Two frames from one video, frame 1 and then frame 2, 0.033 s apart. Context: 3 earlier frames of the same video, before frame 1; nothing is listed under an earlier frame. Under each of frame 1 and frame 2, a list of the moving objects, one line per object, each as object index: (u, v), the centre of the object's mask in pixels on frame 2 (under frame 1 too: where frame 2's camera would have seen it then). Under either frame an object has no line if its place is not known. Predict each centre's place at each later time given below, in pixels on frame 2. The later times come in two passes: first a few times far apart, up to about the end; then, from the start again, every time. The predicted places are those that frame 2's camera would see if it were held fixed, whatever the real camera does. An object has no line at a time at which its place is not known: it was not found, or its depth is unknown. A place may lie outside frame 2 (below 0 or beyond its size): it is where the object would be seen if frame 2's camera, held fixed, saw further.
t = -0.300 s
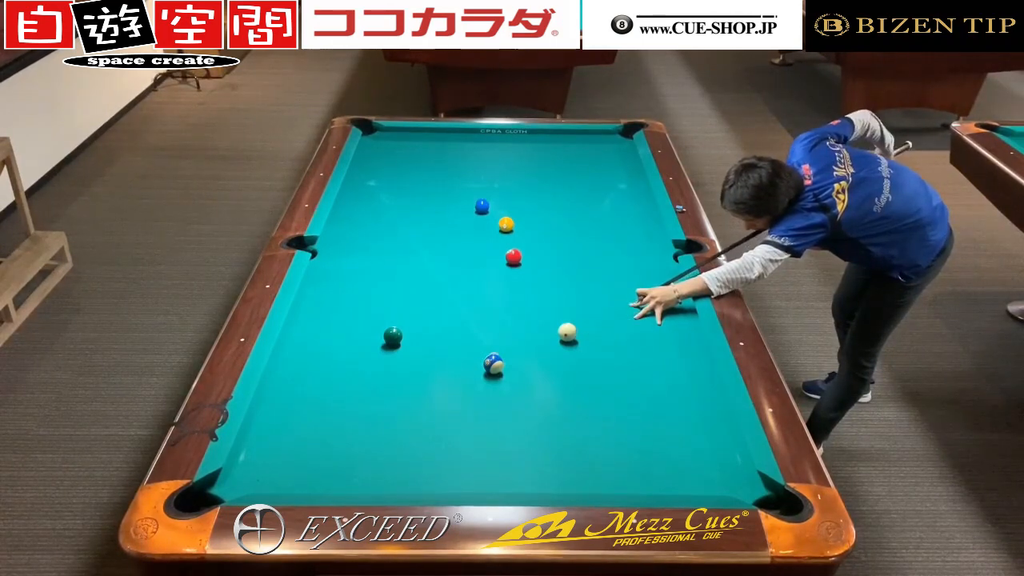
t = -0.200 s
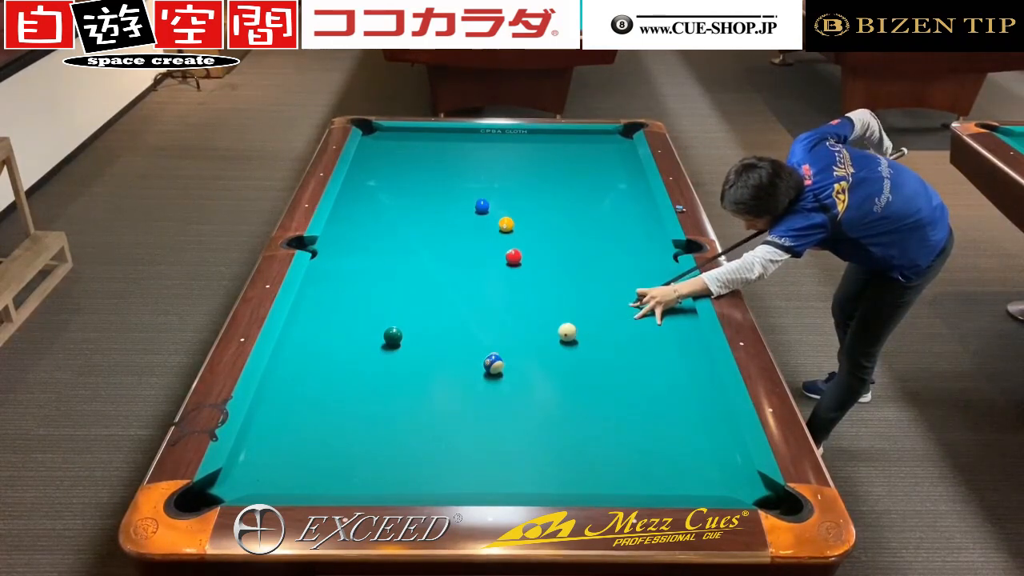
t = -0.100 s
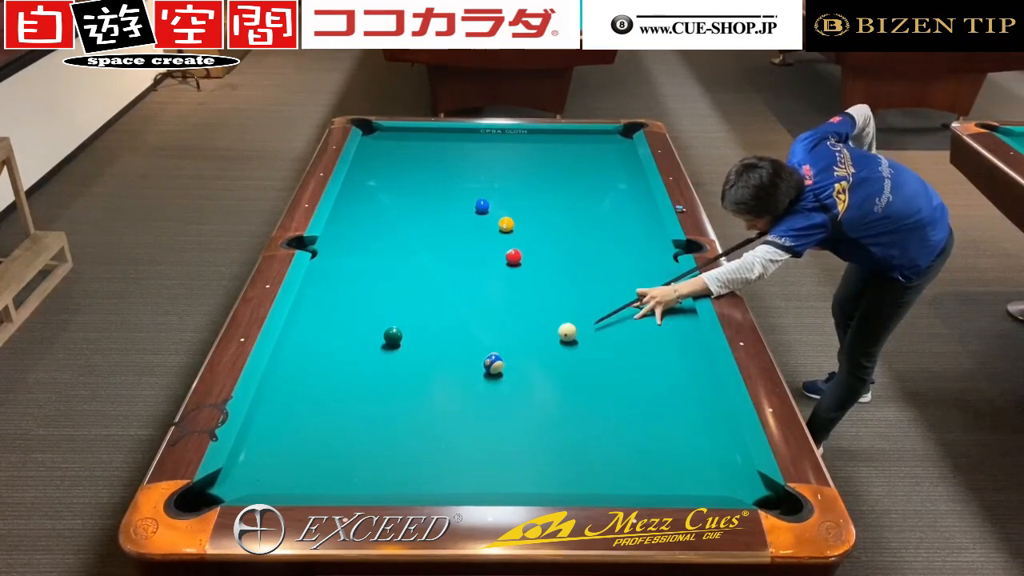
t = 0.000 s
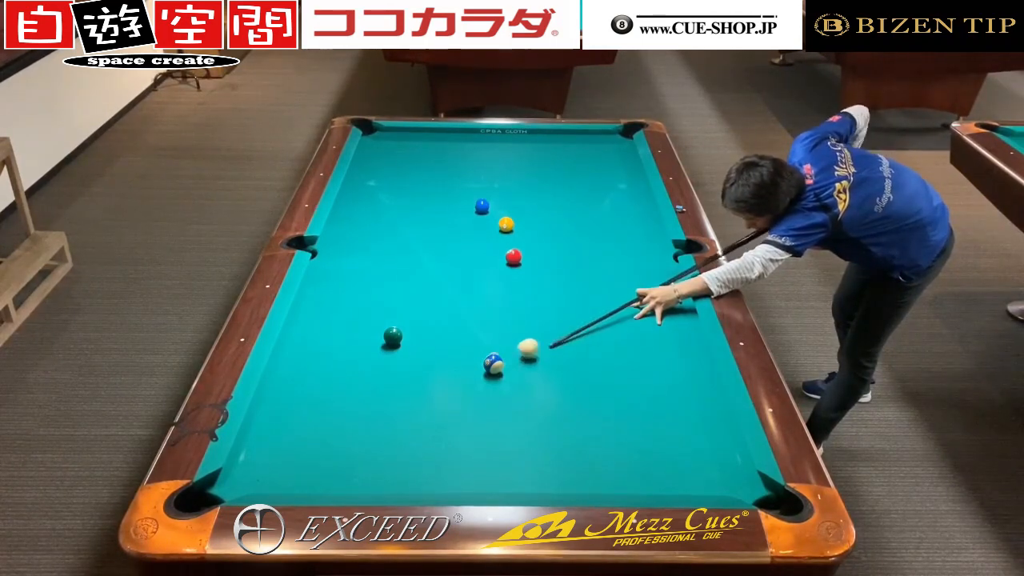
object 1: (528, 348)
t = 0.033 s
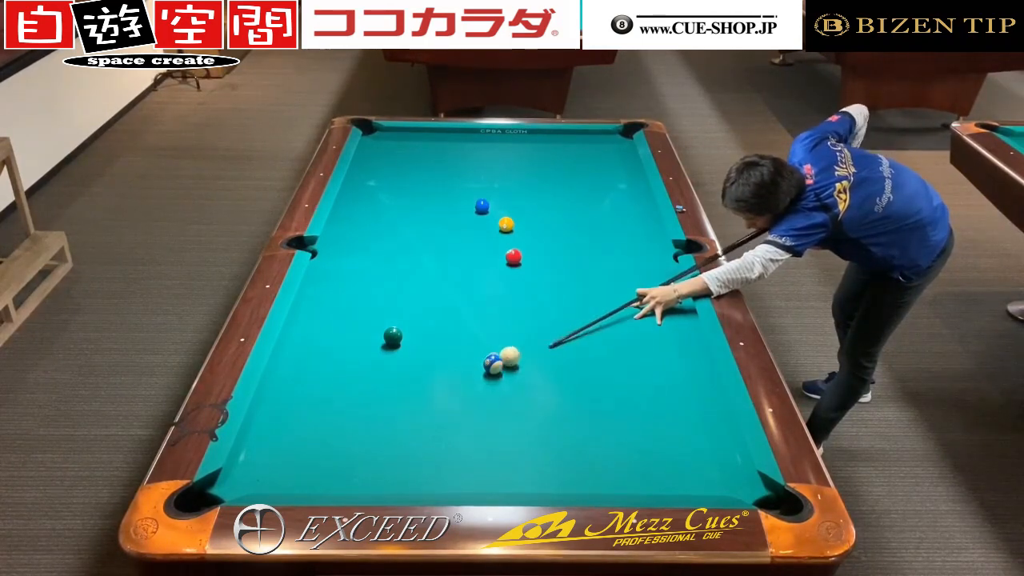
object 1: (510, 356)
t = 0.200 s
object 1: (517, 352)
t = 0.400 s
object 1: (538, 341)
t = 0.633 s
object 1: (561, 330)
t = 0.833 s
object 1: (579, 322)
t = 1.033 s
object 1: (596, 314)
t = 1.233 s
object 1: (612, 307)
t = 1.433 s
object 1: (627, 300)
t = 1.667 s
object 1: (643, 292)
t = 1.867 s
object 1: (656, 287)
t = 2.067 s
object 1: (669, 281)
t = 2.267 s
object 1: (673, 277)
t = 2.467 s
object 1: (666, 274)
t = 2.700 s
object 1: (659, 271)
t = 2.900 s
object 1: (654, 269)
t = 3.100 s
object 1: (650, 267)
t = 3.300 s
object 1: (647, 266)
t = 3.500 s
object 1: (645, 265)
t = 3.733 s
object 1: (642, 264)
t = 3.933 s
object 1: (641, 263)
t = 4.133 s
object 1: (640, 263)
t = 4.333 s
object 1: (640, 263)
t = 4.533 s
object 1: (640, 263)
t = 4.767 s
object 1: (640, 263)
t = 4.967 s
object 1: (640, 263)
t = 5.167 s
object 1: (640, 263)
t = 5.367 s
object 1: (640, 263)
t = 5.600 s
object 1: (640, 263)
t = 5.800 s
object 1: (640, 263)
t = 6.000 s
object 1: (640, 263)
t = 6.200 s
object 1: (640, 263)
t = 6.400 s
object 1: (640, 263)
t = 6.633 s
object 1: (640, 263)
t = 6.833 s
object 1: (641, 263)
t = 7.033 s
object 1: (641, 263)
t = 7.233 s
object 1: (641, 263)
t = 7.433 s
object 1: (641, 263)
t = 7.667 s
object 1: (641, 263)
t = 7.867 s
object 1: (641, 263)
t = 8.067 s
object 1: (641, 263)
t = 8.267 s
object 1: (641, 263)
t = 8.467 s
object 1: (641, 263)
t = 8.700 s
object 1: (641, 263)
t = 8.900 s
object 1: (641, 263)
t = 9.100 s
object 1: (641, 263)
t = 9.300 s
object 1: (641, 263)
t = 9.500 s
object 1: (641, 263)
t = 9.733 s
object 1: (641, 263)
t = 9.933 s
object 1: (641, 263)
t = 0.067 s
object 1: (508, 356)
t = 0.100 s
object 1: (509, 356)
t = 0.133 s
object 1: (511, 355)
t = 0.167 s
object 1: (514, 353)
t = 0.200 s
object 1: (517, 352)
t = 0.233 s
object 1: (520, 350)
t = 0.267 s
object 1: (524, 348)
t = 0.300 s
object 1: (528, 347)
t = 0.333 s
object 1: (531, 345)
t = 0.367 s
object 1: (535, 343)
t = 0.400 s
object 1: (538, 341)
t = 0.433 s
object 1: (542, 340)
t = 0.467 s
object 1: (545, 338)
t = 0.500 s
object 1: (548, 337)
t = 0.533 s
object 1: (552, 335)
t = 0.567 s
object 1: (555, 333)
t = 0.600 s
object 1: (558, 332)
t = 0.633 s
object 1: (561, 330)
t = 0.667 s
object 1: (564, 329)
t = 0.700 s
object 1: (567, 327)
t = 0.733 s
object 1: (570, 326)
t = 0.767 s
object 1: (573, 324)
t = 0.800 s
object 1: (576, 323)
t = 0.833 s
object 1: (579, 322)
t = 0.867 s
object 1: (582, 320)
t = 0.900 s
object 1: (585, 319)
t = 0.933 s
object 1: (588, 318)
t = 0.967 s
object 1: (591, 316)
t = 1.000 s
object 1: (594, 315)
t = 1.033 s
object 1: (596, 314)
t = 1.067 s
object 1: (599, 313)
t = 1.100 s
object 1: (602, 311)
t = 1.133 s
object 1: (605, 310)
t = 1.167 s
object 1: (607, 309)
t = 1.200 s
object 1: (610, 308)
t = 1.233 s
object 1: (612, 307)
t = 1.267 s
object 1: (615, 305)
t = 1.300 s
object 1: (618, 304)
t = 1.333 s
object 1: (620, 303)
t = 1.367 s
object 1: (622, 302)
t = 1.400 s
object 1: (625, 301)
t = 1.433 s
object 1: (627, 300)
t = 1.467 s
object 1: (630, 299)
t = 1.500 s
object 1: (632, 298)
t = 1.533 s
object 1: (635, 297)
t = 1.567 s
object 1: (637, 295)
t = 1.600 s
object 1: (639, 294)
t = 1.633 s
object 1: (641, 293)
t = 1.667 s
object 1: (643, 292)
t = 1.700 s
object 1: (646, 291)
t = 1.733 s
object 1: (648, 290)
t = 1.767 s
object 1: (650, 289)
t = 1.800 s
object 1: (652, 288)
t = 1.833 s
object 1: (654, 287)
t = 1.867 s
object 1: (656, 287)
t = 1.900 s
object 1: (658, 286)
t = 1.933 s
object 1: (661, 285)
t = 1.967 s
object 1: (663, 284)
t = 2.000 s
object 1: (665, 283)
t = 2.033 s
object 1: (667, 282)
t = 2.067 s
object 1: (669, 281)
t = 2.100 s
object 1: (671, 280)
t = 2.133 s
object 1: (672, 280)
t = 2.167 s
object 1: (674, 279)
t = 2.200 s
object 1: (675, 278)
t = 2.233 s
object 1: (674, 277)
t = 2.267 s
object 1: (673, 277)
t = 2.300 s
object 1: (672, 276)
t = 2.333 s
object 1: (670, 276)
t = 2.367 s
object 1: (669, 275)
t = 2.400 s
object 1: (668, 275)
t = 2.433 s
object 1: (667, 275)
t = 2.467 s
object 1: (666, 274)
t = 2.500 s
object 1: (665, 274)
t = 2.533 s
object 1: (664, 273)
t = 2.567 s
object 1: (663, 273)
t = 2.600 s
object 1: (662, 273)
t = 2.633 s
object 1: (661, 272)
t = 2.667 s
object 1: (660, 272)
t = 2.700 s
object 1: (659, 271)
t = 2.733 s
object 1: (658, 271)
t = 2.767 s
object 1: (658, 271)
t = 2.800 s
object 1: (657, 271)
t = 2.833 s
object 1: (656, 270)
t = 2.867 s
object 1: (655, 270)
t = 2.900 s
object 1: (654, 269)
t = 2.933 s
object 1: (653, 269)
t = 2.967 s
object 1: (653, 269)
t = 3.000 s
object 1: (652, 268)
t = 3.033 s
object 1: (651, 268)
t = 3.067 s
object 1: (651, 268)
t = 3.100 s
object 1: (650, 267)
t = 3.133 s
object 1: (650, 267)
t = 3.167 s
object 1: (649, 267)
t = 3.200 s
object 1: (649, 267)
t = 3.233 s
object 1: (648, 266)
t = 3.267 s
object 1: (647, 266)
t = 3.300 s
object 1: (647, 266)
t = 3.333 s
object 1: (647, 266)
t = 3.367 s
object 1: (646, 266)
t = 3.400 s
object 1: (646, 265)
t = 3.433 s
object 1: (645, 265)
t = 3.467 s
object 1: (645, 265)
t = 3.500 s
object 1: (645, 265)
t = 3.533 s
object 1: (644, 265)
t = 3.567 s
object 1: (644, 264)
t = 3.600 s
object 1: (643, 264)
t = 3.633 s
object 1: (643, 264)
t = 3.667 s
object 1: (643, 264)
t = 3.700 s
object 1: (642, 264)
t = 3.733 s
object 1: (642, 264)
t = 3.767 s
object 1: (642, 264)
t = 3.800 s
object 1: (642, 263)
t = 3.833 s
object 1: (641, 263)
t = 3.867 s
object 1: (641, 263)
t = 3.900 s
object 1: (641, 263)
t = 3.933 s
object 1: (641, 263)
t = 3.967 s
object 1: (641, 263)
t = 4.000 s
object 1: (641, 263)
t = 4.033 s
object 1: (640, 263)
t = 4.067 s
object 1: (640, 263)
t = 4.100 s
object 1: (640, 263)
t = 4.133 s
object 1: (640, 263)
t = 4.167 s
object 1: (640, 263)
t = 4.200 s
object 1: (640, 263)
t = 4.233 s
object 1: (640, 263)
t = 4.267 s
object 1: (640, 263)
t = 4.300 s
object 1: (640, 263)
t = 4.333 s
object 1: (640, 263)
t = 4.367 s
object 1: (640, 263)
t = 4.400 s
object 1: (640, 263)
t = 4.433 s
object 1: (640, 263)
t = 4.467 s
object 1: (640, 263)
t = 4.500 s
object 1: (640, 263)
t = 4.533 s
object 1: (640, 263)
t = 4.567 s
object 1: (640, 263)
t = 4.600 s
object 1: (640, 263)
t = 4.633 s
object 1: (640, 263)
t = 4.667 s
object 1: (640, 263)
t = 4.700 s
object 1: (640, 263)
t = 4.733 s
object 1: (640, 263)
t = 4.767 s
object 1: (640, 263)
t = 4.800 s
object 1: (640, 263)
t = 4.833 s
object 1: (640, 263)
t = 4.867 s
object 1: (640, 263)
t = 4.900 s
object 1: (640, 263)
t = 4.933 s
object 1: (640, 263)
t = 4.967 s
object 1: (640, 263)
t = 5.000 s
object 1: (640, 263)
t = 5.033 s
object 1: (640, 263)
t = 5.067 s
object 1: (640, 263)
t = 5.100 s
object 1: (640, 263)
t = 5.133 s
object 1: (640, 263)
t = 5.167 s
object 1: (640, 263)
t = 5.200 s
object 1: (640, 263)
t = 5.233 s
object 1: (640, 263)
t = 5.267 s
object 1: (640, 263)
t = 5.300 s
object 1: (640, 263)
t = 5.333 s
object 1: (640, 263)
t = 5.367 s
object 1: (640, 263)
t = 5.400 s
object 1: (640, 263)
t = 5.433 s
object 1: (640, 263)
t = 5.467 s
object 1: (640, 263)
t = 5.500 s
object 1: (640, 263)
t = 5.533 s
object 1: (640, 263)
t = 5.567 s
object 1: (640, 263)
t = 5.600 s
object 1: (640, 263)
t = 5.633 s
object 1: (640, 263)
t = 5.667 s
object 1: (640, 263)
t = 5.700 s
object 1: (640, 263)
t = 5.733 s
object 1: (640, 263)
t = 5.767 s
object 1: (640, 263)
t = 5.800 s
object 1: (640, 263)
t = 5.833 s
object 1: (640, 263)
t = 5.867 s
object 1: (640, 263)
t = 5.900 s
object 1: (640, 263)
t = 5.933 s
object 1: (640, 263)
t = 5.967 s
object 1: (640, 263)
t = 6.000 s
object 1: (640, 263)
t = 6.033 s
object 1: (640, 263)
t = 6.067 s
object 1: (640, 263)
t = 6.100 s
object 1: (640, 263)
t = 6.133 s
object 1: (640, 263)
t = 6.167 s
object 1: (640, 263)
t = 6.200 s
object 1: (640, 263)
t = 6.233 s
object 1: (640, 263)
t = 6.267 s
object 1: (640, 263)
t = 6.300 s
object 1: (640, 263)
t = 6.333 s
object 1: (640, 263)
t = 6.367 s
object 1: (640, 263)
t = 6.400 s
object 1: (640, 263)
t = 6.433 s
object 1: (640, 263)
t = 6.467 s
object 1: (640, 263)
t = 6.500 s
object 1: (640, 263)
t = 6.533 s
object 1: (640, 263)
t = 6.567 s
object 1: (640, 263)
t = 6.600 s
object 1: (640, 263)
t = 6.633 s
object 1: (640, 263)
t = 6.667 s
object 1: (640, 263)
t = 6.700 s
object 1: (640, 263)
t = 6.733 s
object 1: (640, 263)
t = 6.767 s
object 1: (641, 263)
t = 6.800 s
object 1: (641, 263)
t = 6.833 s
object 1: (641, 263)
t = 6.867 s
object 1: (641, 263)
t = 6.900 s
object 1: (641, 263)
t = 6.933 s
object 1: (641, 263)
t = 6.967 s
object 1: (641, 263)
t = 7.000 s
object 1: (641, 263)
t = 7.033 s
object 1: (641, 263)
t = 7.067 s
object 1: (641, 263)
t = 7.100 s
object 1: (641, 263)
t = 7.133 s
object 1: (641, 263)
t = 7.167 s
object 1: (641, 263)
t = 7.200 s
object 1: (641, 263)
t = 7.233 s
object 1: (641, 263)
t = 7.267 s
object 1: (641, 263)
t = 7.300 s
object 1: (641, 263)
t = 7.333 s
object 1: (641, 263)
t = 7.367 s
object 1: (641, 263)
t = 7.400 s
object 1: (641, 263)
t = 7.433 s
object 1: (641, 263)
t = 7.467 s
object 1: (641, 263)
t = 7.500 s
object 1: (641, 263)
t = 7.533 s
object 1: (641, 263)
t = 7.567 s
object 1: (641, 263)
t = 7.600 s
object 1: (641, 263)
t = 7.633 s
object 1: (640, 263)
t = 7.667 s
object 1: (641, 263)
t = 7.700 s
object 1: (641, 263)
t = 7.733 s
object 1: (641, 263)
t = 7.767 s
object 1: (641, 263)
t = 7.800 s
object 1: (641, 263)
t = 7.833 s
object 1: (641, 263)
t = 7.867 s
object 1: (641, 263)
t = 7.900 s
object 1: (641, 263)
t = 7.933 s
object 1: (641, 263)
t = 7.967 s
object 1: (641, 263)
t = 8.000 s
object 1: (641, 263)
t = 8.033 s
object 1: (641, 263)
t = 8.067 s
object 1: (641, 263)
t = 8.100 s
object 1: (641, 263)
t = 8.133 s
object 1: (641, 263)
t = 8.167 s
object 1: (641, 263)
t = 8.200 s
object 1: (641, 263)
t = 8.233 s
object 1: (641, 263)
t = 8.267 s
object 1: (641, 263)
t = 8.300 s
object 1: (641, 263)
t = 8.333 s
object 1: (641, 263)
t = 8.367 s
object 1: (641, 263)
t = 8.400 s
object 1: (641, 263)
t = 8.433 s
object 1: (641, 263)
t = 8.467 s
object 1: (641, 263)
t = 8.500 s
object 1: (641, 263)
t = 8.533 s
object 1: (641, 263)
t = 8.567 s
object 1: (641, 263)
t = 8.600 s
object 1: (641, 263)
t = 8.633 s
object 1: (641, 263)
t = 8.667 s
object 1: (641, 263)
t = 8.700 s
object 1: (641, 263)
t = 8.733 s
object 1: (641, 263)
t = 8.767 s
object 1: (641, 263)
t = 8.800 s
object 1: (641, 263)
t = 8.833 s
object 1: (641, 263)
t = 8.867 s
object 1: (641, 263)
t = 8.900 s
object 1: (641, 263)
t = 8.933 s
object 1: (641, 263)
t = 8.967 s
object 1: (641, 263)
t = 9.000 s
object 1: (641, 263)
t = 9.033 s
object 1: (641, 263)
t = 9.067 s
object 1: (641, 263)
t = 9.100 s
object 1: (641, 263)
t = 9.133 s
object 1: (641, 263)
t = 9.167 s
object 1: (641, 263)
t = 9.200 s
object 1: (641, 263)
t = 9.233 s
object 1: (641, 263)
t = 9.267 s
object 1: (641, 263)
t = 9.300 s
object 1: (641, 263)
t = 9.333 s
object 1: (641, 263)
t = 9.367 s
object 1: (641, 263)
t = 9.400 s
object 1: (641, 263)
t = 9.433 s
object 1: (641, 263)
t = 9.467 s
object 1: (641, 263)
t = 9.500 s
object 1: (641, 263)
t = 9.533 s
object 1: (641, 263)
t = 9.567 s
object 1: (641, 263)
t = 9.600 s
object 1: (641, 263)
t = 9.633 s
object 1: (641, 263)
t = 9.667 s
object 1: (641, 263)
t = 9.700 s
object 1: (641, 263)
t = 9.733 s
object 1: (641, 263)
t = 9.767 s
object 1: (641, 263)
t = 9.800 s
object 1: (641, 263)
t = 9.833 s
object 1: (641, 263)
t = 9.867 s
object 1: (641, 263)
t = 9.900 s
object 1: (641, 263)
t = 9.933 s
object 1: (641, 263)
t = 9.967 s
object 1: (641, 263)
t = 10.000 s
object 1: (641, 263)
